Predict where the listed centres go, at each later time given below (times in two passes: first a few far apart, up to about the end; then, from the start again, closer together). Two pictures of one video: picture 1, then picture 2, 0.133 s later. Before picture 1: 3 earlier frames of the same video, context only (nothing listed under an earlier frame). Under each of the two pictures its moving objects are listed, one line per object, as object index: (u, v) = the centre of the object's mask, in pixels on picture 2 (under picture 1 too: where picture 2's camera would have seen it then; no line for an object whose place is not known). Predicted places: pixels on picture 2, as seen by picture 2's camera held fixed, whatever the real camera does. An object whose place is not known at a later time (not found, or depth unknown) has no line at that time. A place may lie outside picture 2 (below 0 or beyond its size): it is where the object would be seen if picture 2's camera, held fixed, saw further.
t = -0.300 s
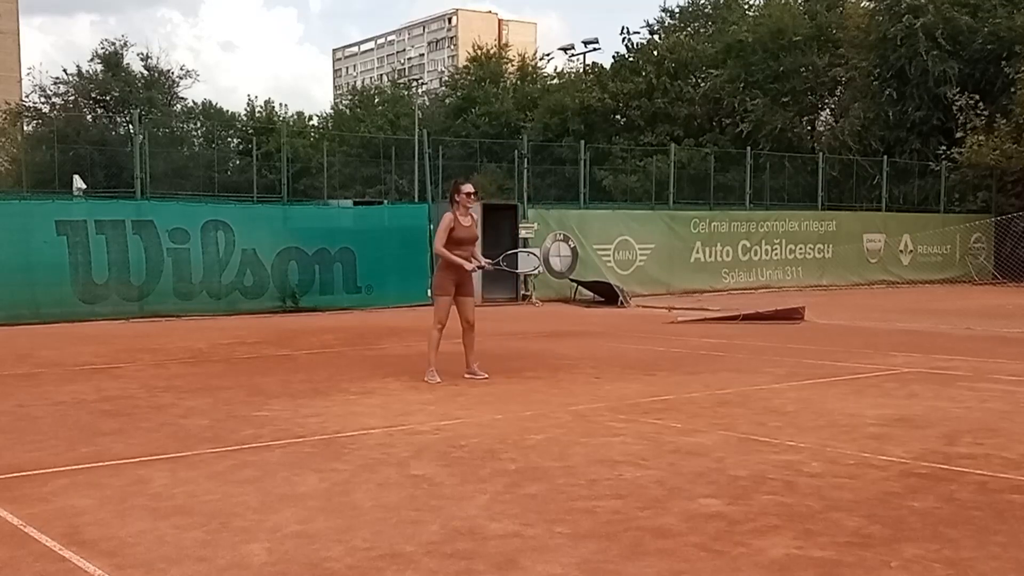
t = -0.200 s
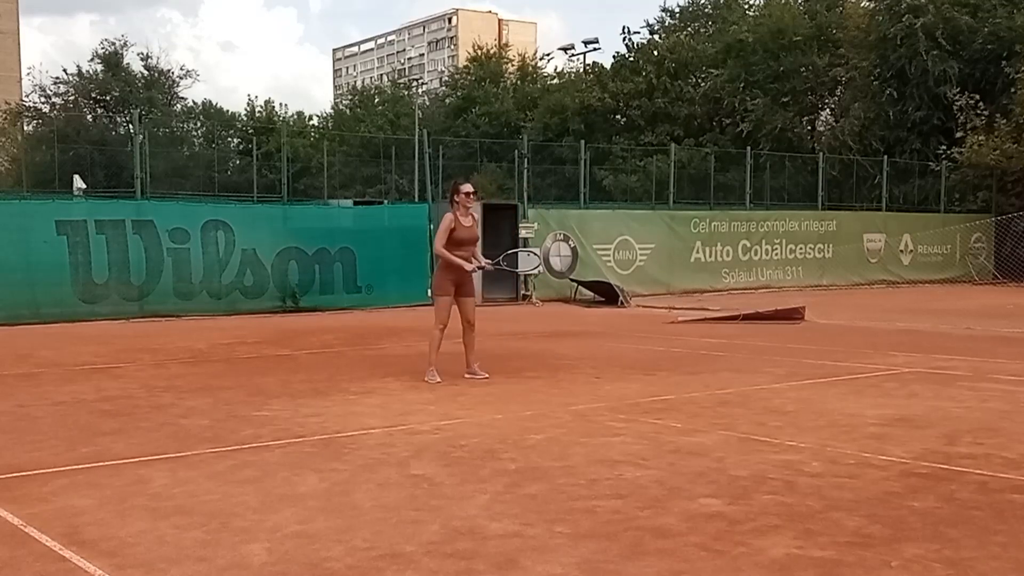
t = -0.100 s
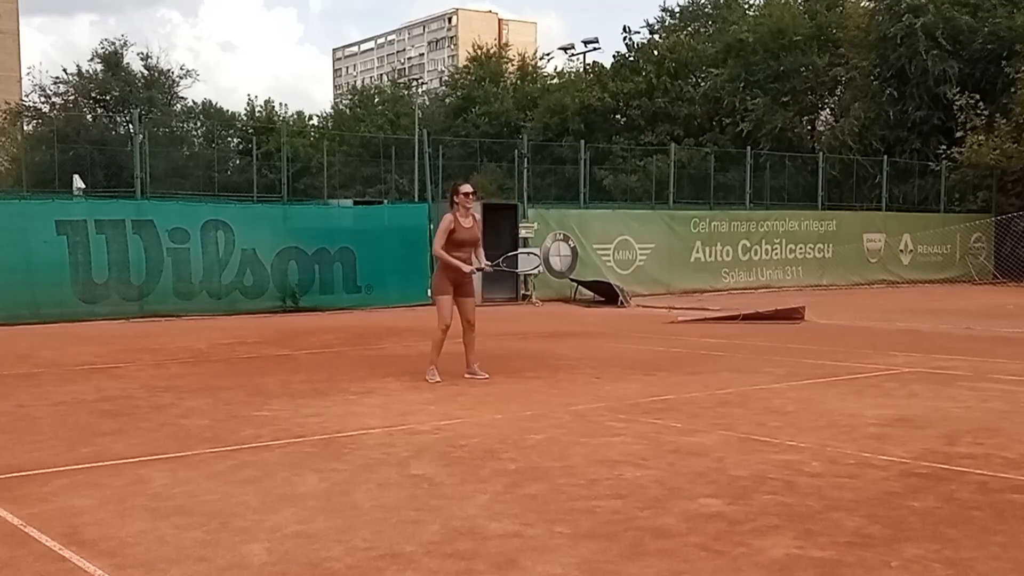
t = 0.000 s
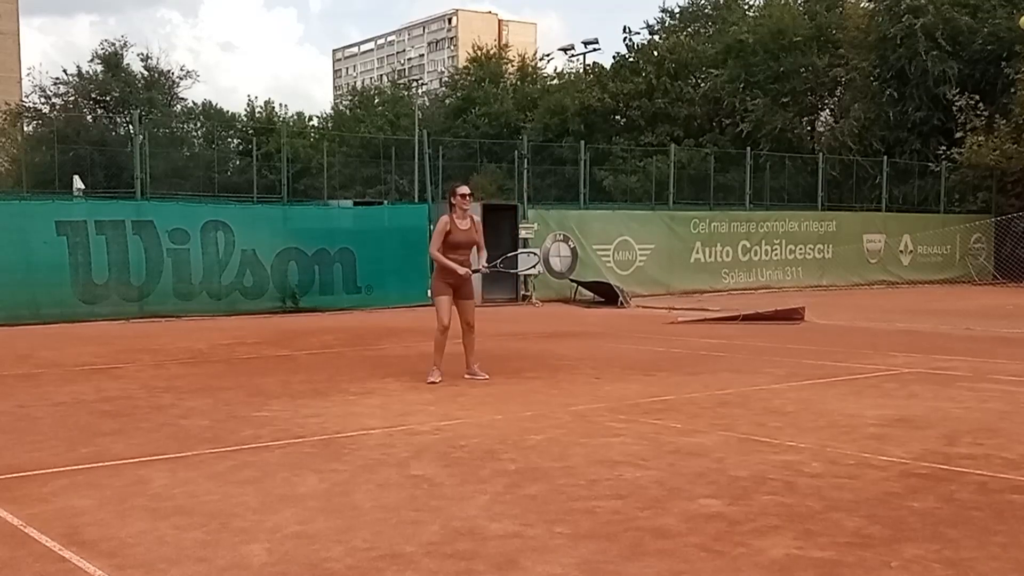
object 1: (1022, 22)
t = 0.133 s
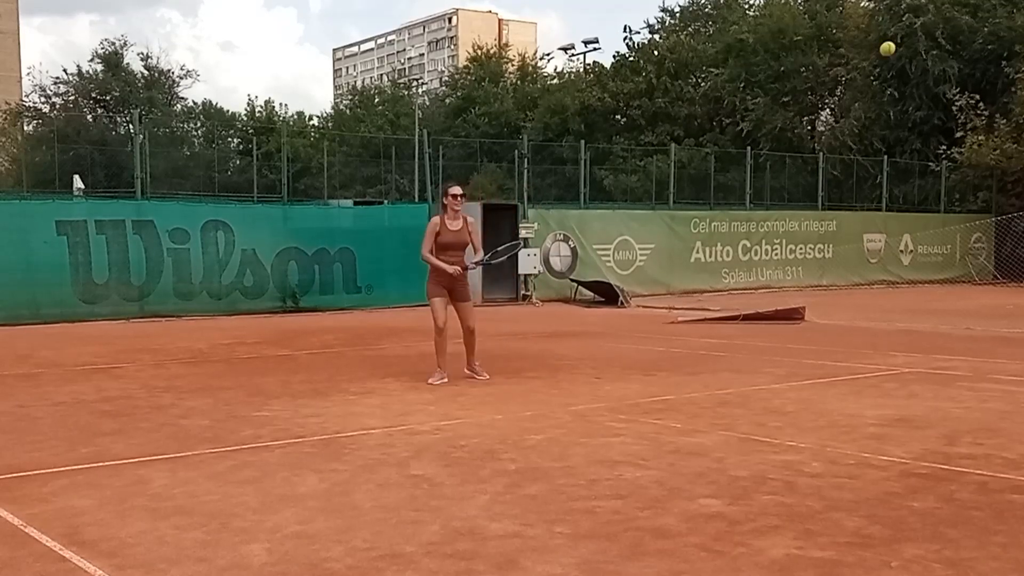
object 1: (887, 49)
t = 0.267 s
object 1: (766, 111)
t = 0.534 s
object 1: (576, 307)
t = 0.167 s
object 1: (855, 61)
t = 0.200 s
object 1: (824, 76)
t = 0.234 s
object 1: (794, 93)
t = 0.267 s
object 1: (766, 111)
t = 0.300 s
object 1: (738, 131)
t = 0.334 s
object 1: (712, 152)
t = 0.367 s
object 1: (687, 175)
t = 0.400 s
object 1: (663, 199)
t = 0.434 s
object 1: (640, 224)
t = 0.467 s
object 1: (617, 250)
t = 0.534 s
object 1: (576, 307)
